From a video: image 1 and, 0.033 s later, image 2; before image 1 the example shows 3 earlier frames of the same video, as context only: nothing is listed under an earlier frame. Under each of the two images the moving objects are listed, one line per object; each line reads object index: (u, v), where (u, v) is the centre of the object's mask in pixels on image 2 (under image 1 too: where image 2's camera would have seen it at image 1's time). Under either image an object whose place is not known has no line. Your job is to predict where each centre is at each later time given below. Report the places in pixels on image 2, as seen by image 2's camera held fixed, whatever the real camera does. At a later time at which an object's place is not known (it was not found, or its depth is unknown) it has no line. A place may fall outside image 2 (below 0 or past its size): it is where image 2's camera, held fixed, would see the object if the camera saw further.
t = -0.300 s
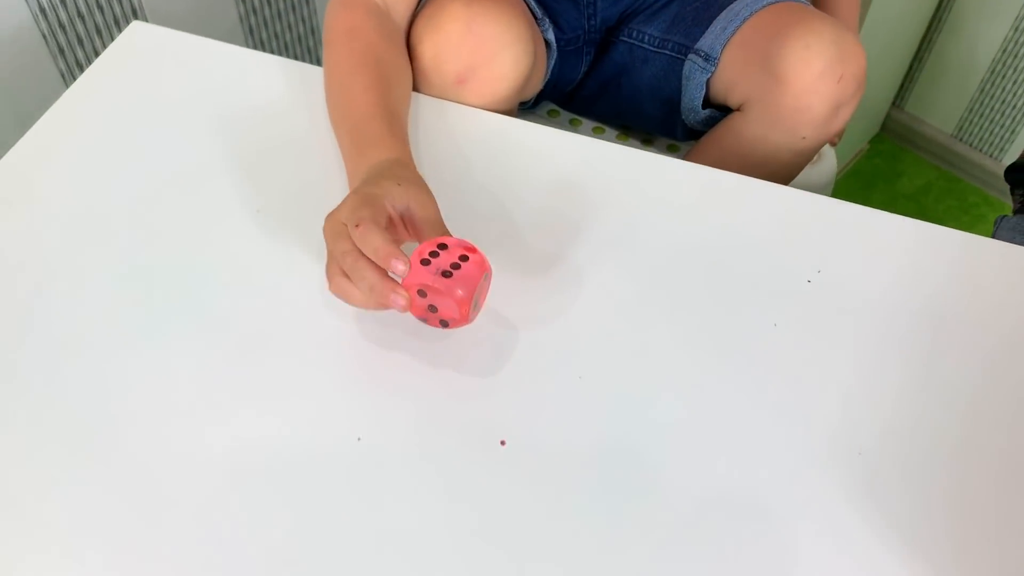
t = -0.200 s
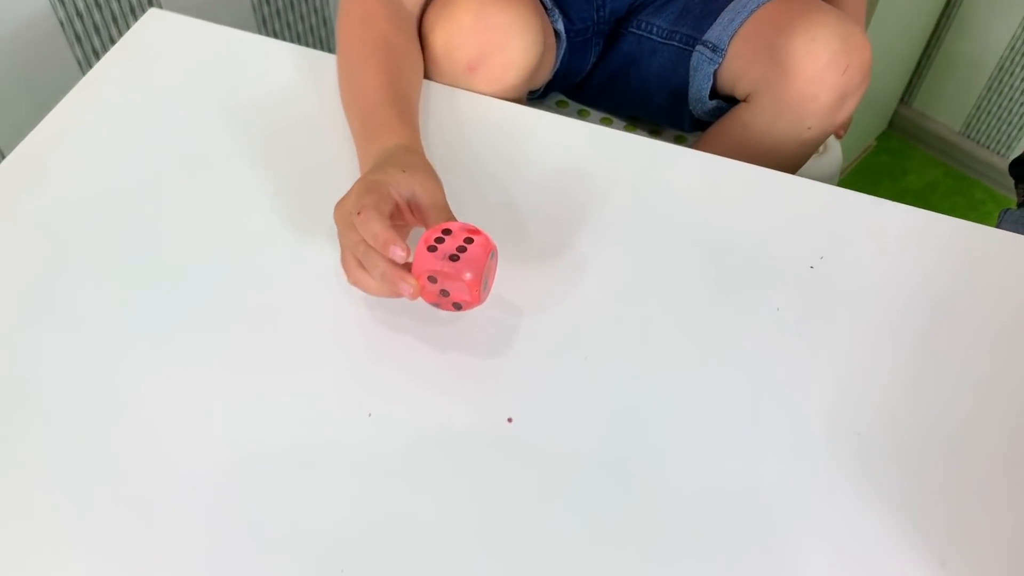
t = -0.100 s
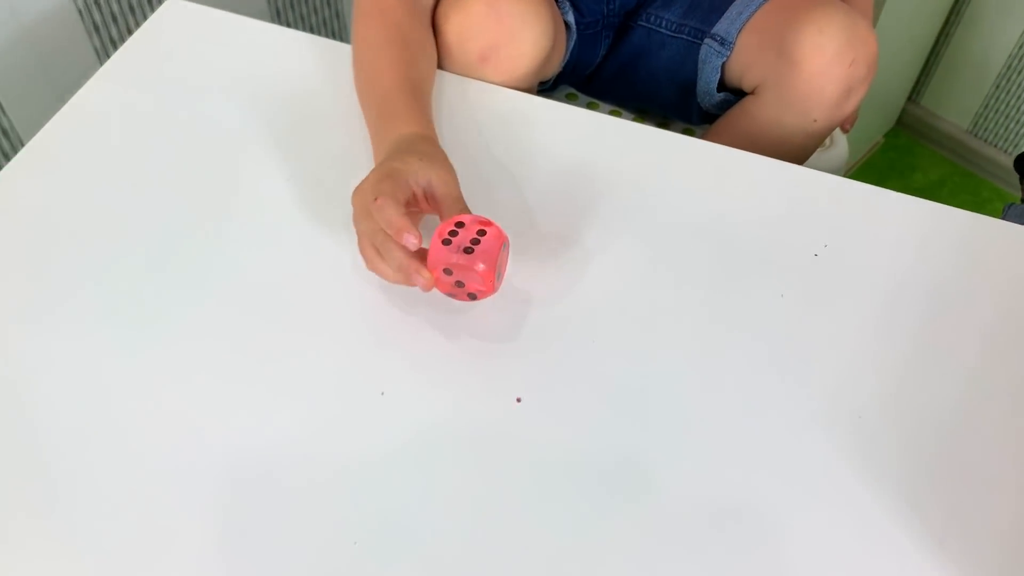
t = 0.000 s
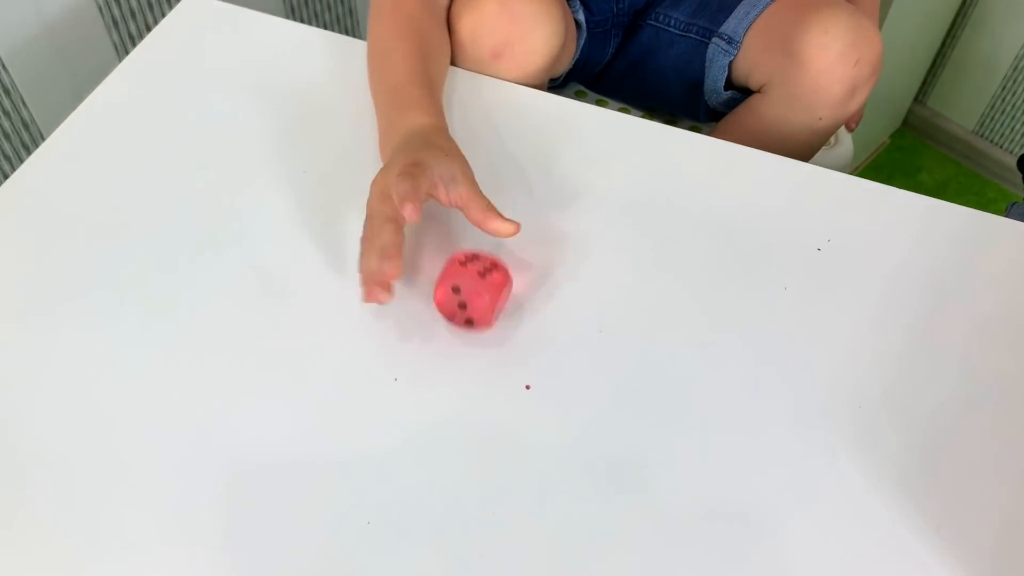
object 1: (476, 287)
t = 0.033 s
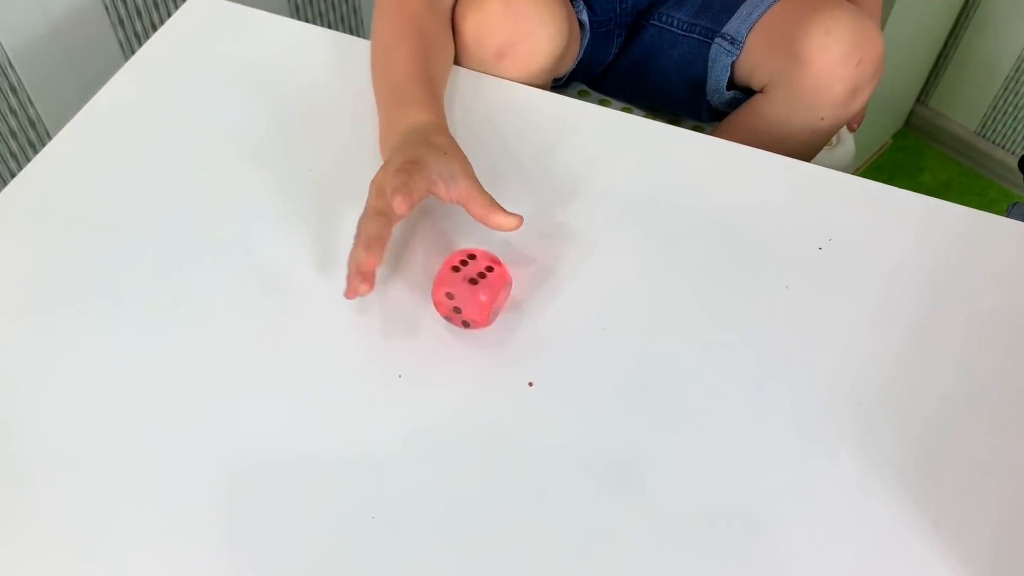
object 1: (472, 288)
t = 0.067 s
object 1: (465, 285)
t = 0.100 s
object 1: (460, 295)
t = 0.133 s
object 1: (455, 317)
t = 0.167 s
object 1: (439, 330)
